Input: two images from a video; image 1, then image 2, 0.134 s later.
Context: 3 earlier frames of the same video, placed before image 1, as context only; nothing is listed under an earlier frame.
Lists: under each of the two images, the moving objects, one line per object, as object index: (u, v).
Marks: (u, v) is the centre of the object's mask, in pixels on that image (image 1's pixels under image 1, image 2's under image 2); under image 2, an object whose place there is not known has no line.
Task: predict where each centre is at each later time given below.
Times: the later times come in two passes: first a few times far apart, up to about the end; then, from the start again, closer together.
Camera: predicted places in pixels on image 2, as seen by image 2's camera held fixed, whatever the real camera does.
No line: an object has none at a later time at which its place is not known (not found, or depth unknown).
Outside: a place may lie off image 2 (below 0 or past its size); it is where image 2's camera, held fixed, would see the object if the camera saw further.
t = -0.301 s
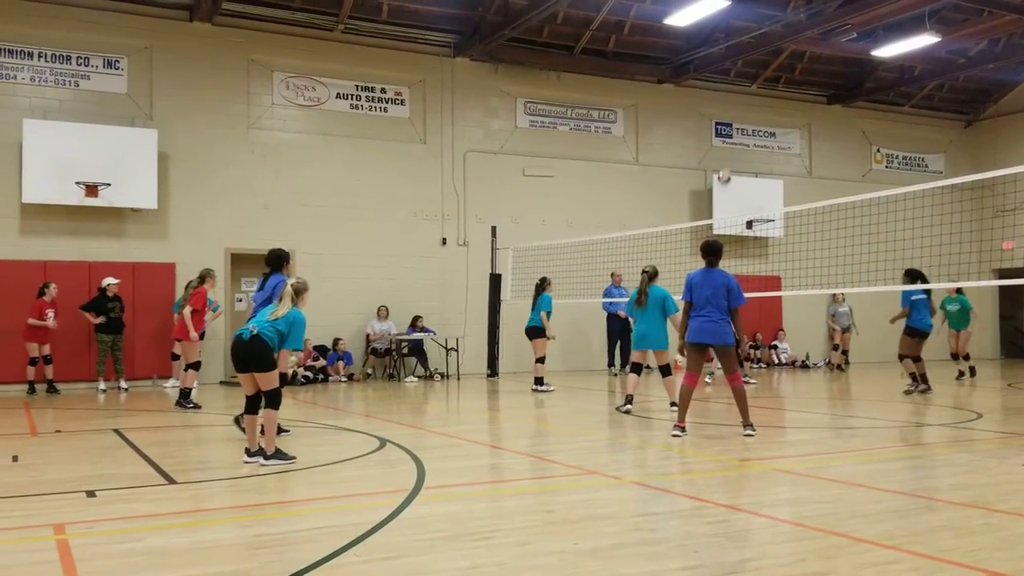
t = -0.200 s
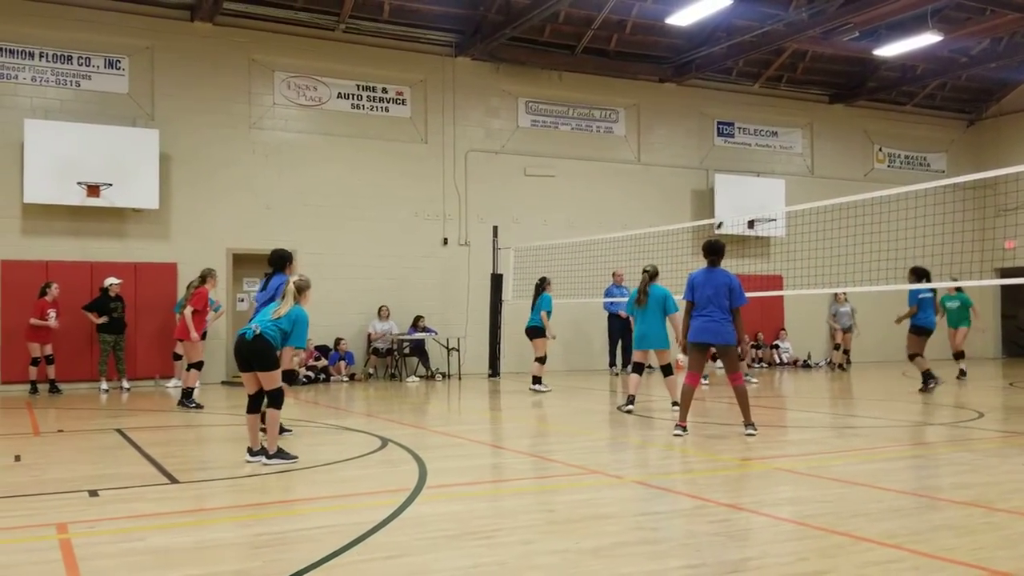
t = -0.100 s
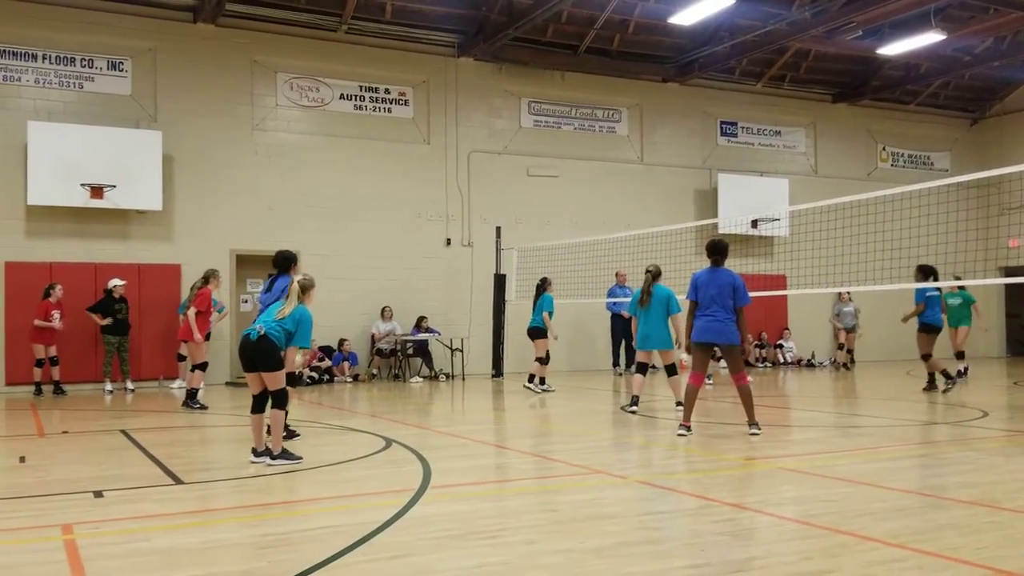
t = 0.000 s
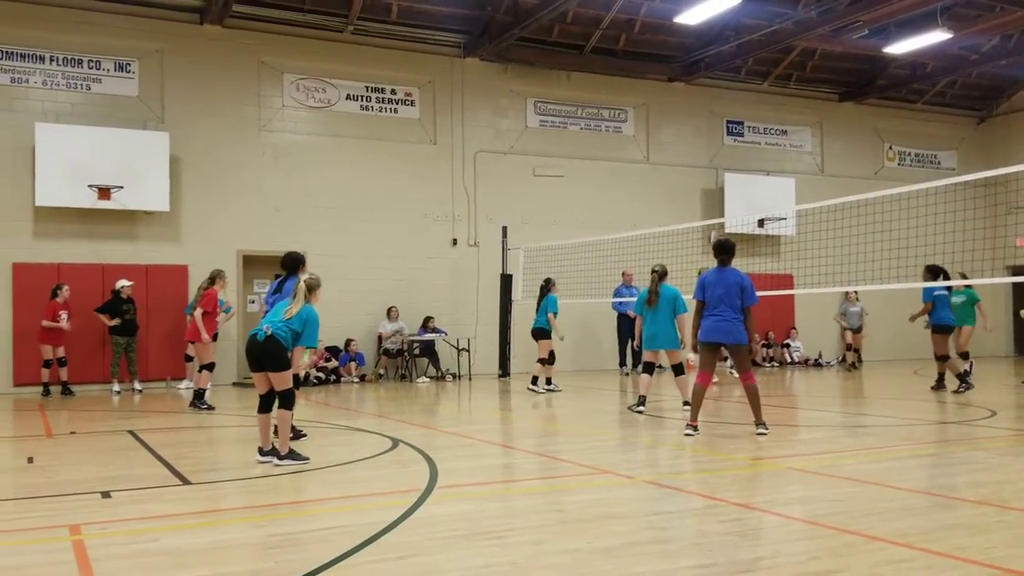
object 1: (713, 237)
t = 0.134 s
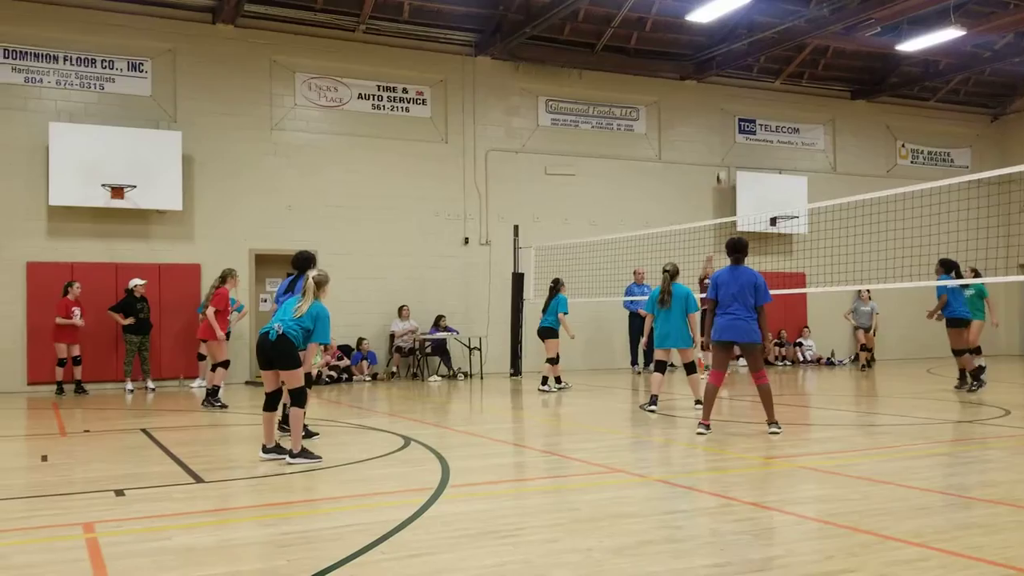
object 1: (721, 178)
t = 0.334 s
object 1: (718, 109)
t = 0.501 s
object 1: (715, 72)
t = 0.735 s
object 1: (709, 51)
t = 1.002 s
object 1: (704, 66)
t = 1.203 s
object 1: (702, 105)
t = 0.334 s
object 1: (718, 109)
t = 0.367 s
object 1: (717, 100)
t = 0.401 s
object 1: (717, 92)
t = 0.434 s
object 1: (716, 84)
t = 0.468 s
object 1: (716, 77)
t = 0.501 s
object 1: (715, 72)
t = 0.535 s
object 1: (714, 67)
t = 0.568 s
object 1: (714, 62)
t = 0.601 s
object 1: (713, 59)
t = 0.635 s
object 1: (712, 56)
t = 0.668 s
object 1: (711, 53)
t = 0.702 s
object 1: (710, 52)
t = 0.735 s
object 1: (709, 51)
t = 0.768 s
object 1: (709, 50)
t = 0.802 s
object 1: (708, 51)
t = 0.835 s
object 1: (707, 51)
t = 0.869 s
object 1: (707, 53)
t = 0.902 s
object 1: (706, 55)
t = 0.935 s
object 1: (706, 58)
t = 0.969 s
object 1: (705, 62)
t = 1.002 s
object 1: (704, 66)
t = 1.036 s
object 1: (704, 71)
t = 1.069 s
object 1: (704, 76)
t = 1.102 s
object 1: (703, 82)
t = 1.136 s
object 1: (703, 89)
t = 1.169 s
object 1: (703, 97)
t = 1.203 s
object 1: (702, 105)
